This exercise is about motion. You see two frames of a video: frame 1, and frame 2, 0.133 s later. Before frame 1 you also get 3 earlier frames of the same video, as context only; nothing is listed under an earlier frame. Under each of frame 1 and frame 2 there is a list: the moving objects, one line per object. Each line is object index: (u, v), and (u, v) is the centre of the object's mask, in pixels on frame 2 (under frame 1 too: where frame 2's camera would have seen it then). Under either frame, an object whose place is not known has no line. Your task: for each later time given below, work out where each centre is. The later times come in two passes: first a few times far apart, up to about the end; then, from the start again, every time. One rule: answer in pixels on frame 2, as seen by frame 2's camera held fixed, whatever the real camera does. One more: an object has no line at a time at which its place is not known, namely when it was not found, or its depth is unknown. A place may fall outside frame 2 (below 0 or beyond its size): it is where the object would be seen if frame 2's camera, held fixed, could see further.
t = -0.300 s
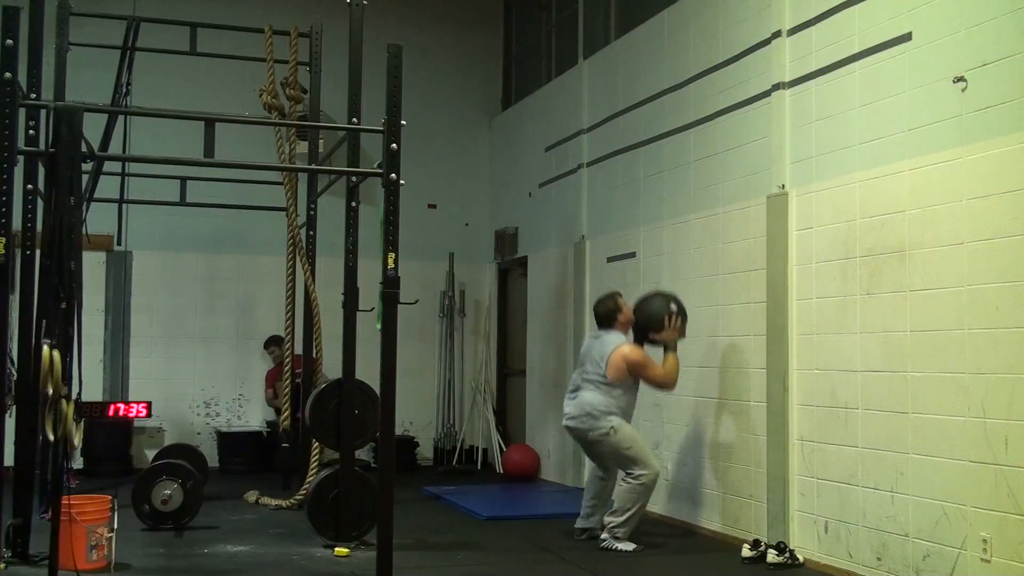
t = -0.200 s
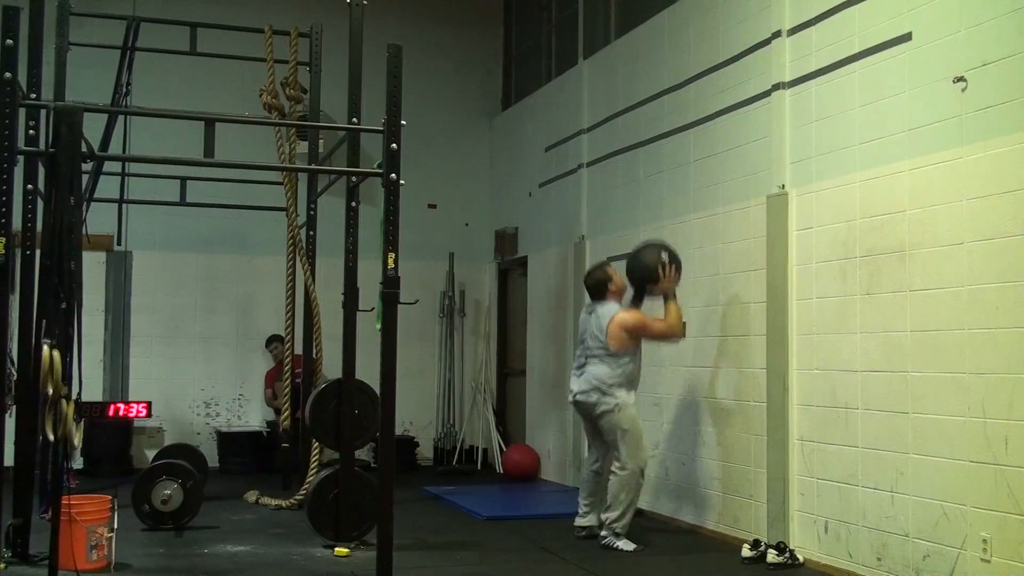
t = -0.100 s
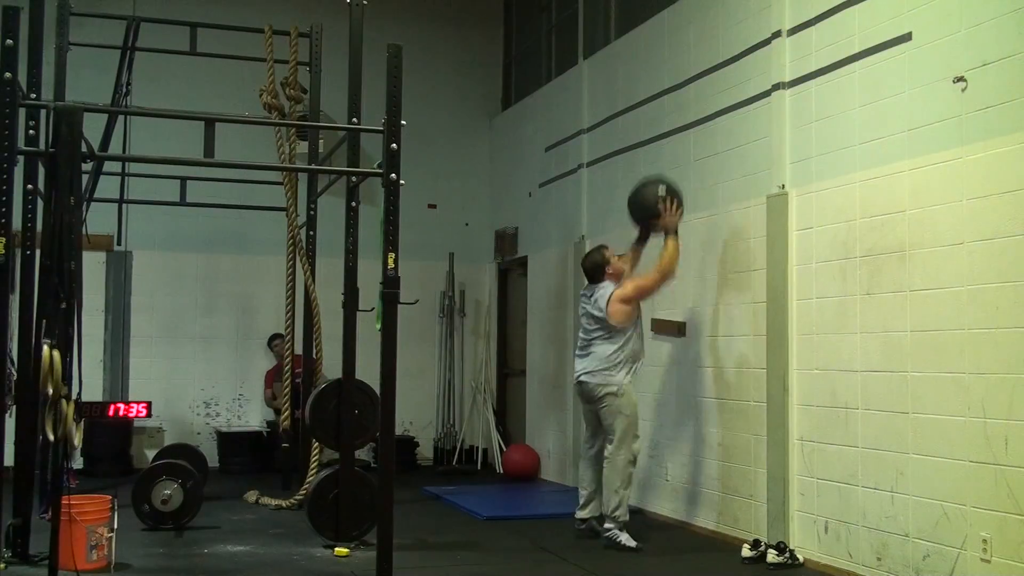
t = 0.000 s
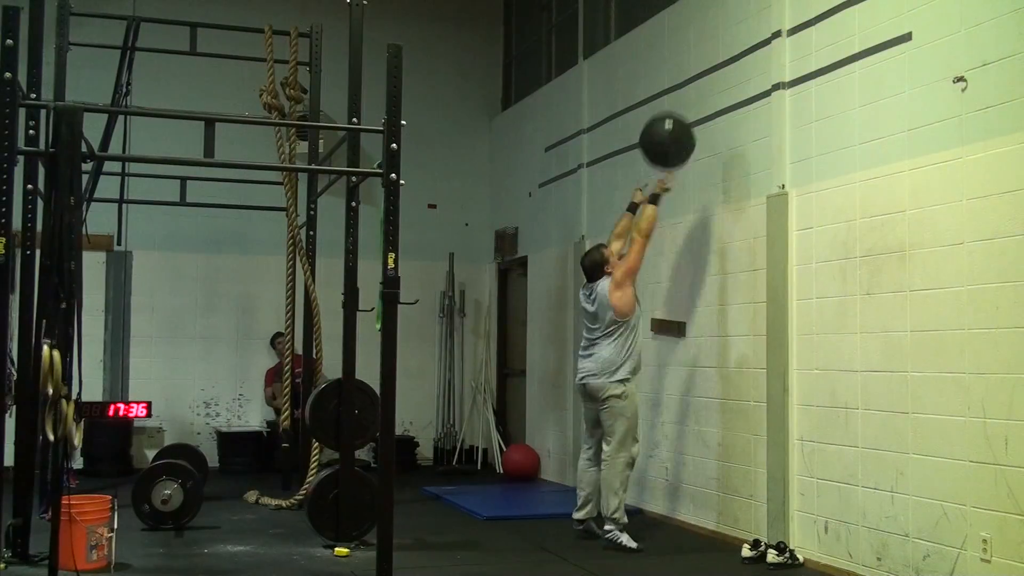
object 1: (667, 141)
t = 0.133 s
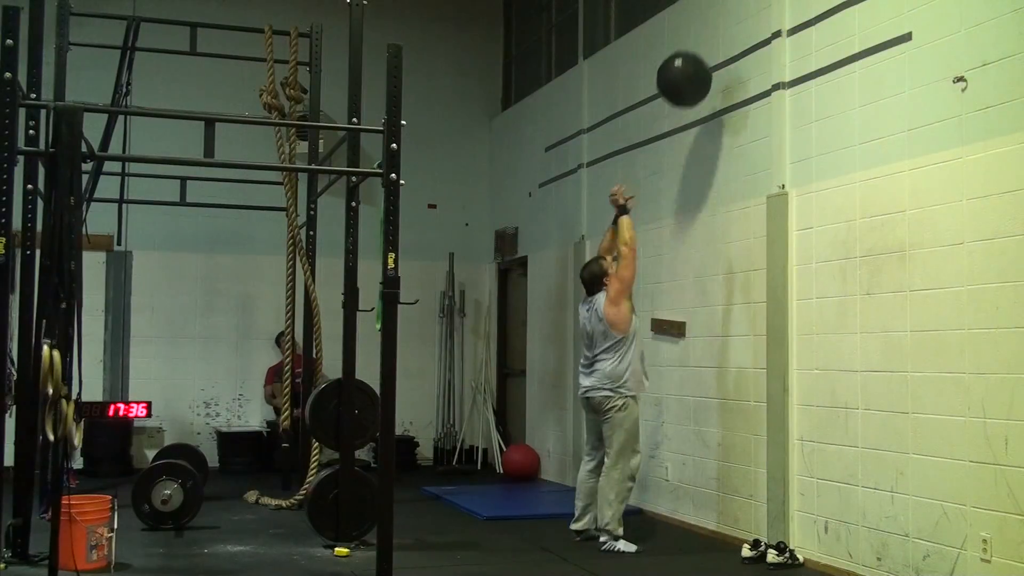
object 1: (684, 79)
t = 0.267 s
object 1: (701, 45)
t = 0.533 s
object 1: (695, 53)
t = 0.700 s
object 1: (680, 112)
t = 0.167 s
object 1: (688, 68)
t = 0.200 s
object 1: (692, 59)
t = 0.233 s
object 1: (696, 51)
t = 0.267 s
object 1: (701, 45)
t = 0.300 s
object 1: (706, 41)
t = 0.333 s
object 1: (709, 38)
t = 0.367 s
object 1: (709, 37)
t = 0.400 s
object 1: (707, 37)
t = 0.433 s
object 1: (704, 39)
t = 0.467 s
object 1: (701, 42)
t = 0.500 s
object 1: (697, 46)
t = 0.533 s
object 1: (695, 53)
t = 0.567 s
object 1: (692, 62)
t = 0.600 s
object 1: (689, 72)
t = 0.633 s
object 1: (686, 83)
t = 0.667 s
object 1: (683, 98)
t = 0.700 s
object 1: (680, 112)
